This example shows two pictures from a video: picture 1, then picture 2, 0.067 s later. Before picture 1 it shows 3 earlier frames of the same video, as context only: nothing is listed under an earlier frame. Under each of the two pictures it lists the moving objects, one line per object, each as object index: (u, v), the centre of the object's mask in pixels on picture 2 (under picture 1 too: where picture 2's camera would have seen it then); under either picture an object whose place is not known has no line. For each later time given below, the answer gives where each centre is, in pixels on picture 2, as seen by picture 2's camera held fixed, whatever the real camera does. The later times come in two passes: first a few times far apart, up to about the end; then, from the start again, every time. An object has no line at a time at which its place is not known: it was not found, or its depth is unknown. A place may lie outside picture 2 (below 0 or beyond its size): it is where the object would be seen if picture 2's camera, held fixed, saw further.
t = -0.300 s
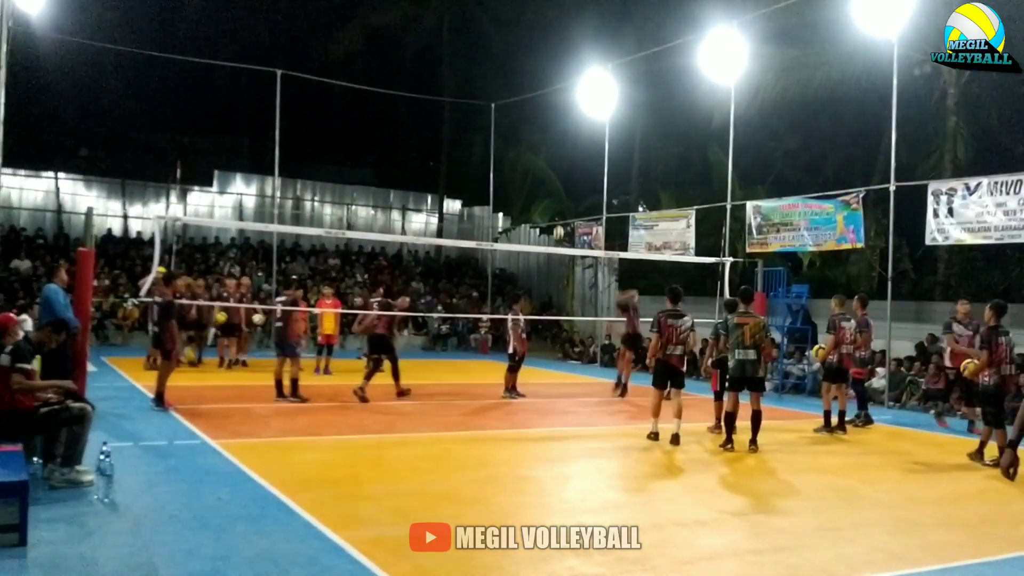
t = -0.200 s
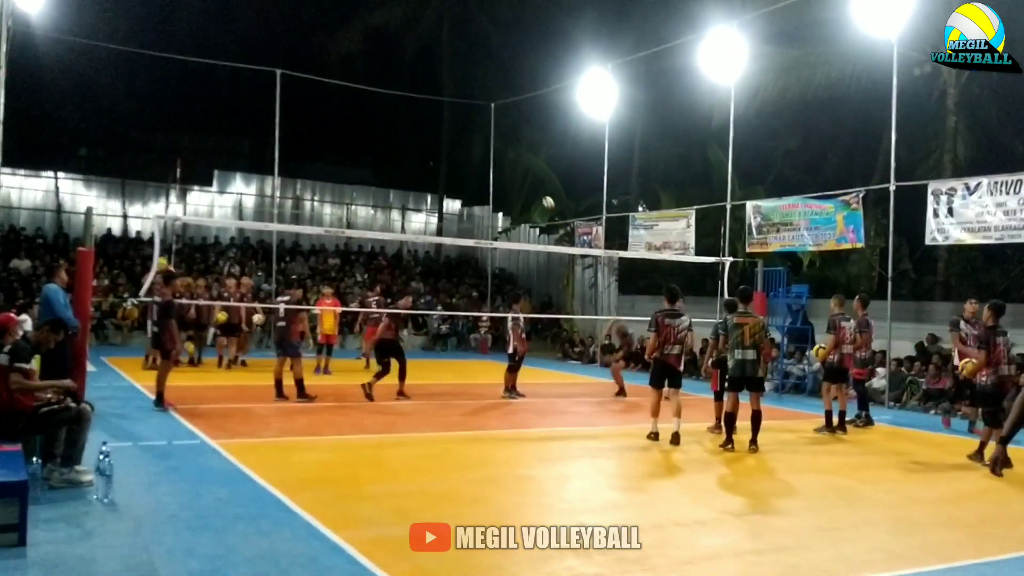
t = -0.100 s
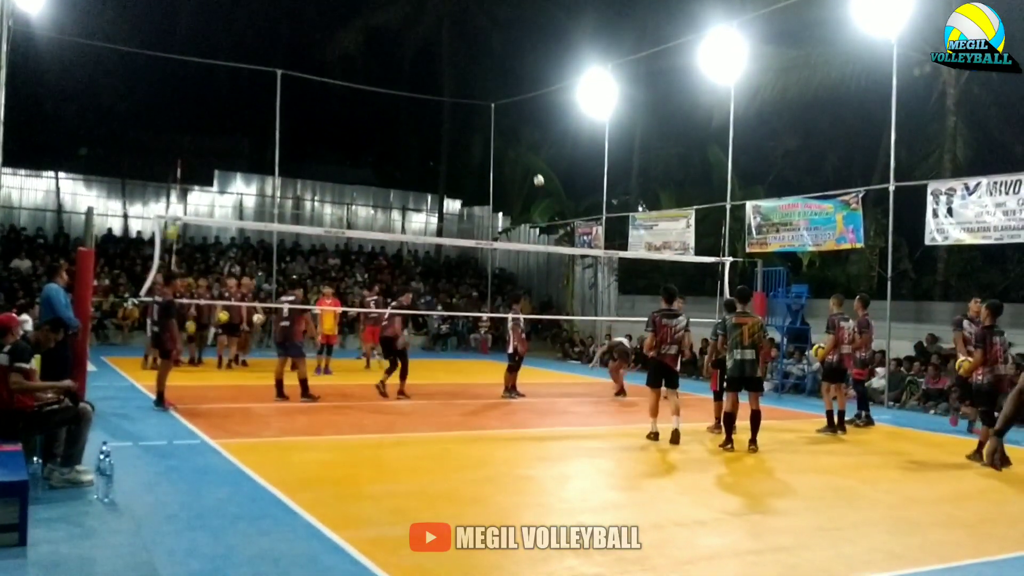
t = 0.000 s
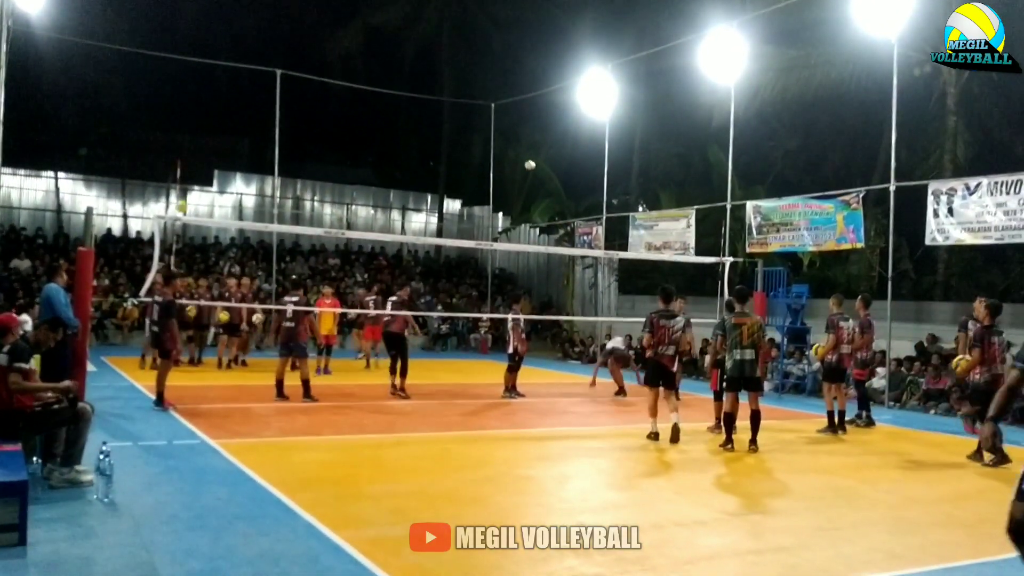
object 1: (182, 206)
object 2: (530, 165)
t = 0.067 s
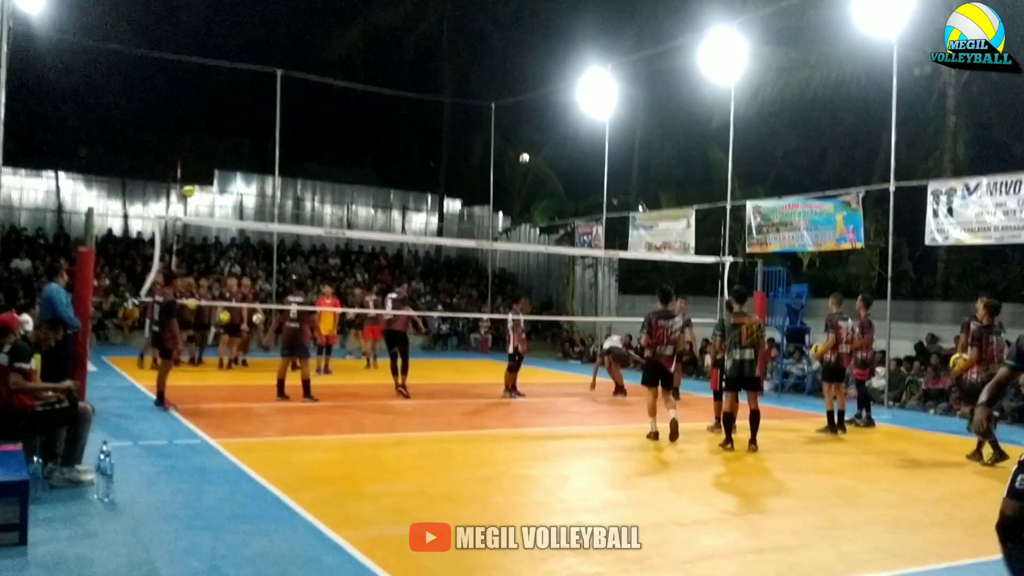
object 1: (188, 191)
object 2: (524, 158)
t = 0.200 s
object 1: (203, 169)
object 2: (513, 151)
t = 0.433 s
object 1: (227, 154)
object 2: (496, 158)
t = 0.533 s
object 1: (238, 158)
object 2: (487, 166)
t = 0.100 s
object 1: (192, 184)
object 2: (521, 156)
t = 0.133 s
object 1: (196, 179)
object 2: (518, 154)
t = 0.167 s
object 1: (199, 174)
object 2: (515, 152)
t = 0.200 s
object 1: (203, 169)
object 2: (513, 151)
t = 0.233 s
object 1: (206, 165)
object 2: (510, 151)
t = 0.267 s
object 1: (210, 161)
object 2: (508, 150)
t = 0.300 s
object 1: (213, 159)
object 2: (505, 151)
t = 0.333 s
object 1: (217, 157)
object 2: (502, 152)
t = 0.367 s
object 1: (220, 155)
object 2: (500, 154)
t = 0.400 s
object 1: (224, 154)
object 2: (498, 155)
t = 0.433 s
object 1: (227, 154)
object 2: (496, 158)
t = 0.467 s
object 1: (231, 155)
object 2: (493, 161)
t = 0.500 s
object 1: (234, 156)
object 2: (490, 163)
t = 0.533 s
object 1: (238, 158)
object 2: (487, 166)
